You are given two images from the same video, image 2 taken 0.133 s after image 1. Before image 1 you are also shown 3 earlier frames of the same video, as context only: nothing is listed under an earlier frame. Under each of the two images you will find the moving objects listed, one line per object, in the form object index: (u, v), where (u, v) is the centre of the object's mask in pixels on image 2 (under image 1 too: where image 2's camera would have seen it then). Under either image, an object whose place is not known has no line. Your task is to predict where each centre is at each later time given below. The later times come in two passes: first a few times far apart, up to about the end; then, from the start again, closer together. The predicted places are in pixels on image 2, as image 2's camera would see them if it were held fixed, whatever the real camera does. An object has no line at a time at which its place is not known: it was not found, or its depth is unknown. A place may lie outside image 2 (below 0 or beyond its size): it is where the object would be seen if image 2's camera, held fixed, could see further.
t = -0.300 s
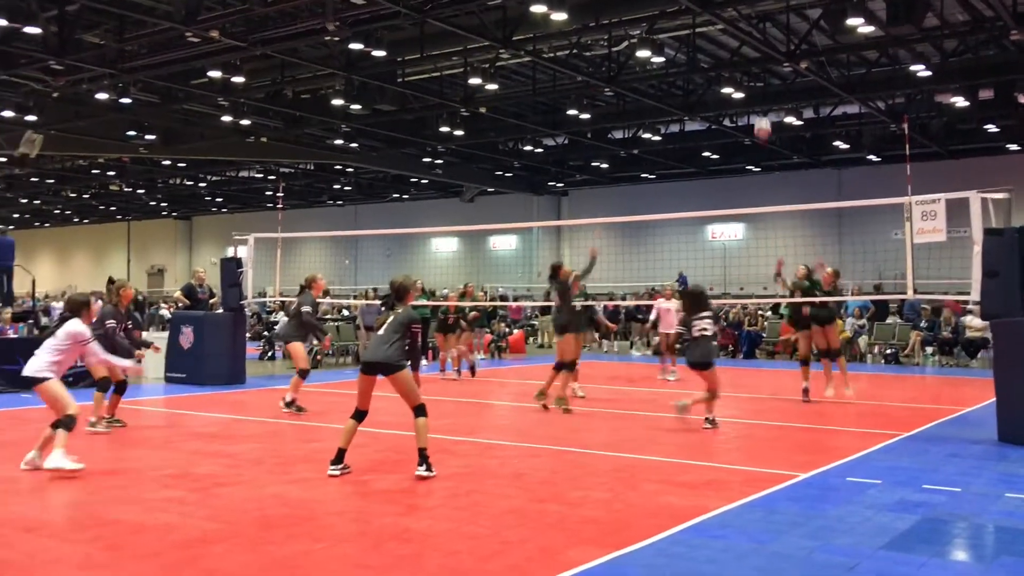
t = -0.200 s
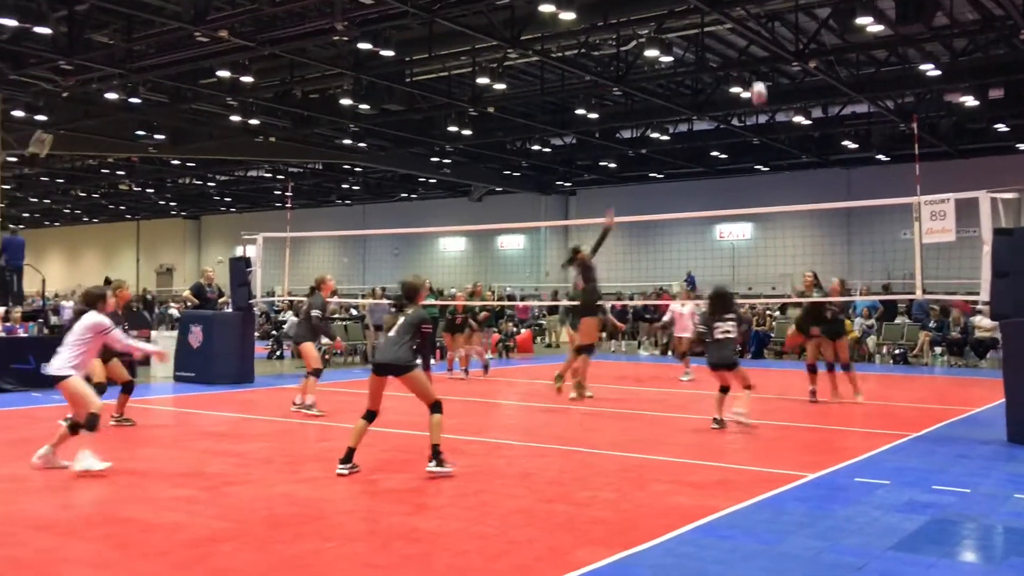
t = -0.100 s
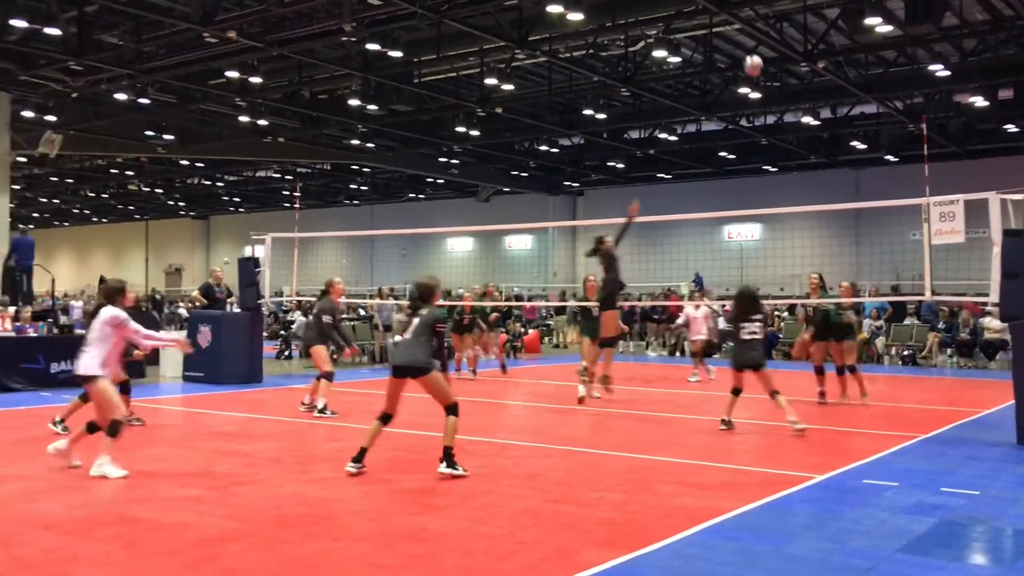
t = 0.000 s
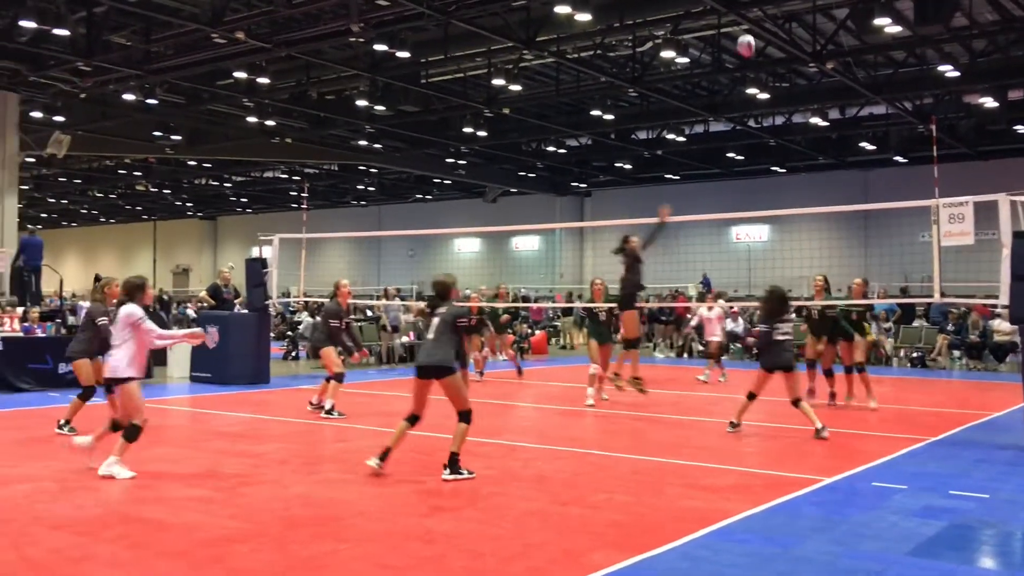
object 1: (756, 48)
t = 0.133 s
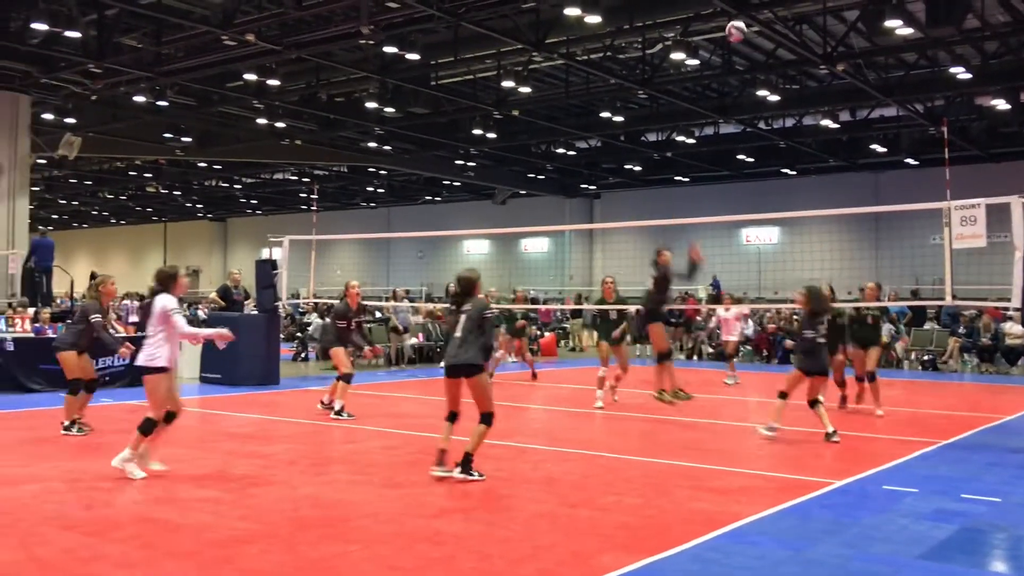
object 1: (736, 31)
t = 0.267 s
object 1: (715, 30)
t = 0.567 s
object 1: (657, 98)
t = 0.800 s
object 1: (603, 232)
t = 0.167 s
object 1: (731, 30)
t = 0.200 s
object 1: (726, 29)
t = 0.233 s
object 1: (720, 29)
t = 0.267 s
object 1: (715, 30)
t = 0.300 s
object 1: (709, 33)
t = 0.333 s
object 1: (703, 36)
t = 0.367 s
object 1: (697, 41)
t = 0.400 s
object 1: (691, 46)
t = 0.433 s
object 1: (683, 54)
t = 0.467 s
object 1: (677, 64)
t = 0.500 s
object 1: (670, 74)
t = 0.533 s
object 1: (664, 85)
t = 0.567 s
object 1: (657, 98)
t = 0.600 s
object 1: (651, 112)
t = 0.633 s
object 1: (643, 128)
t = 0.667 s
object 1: (635, 146)
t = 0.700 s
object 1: (628, 164)
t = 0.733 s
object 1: (620, 186)
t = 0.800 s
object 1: (603, 232)
